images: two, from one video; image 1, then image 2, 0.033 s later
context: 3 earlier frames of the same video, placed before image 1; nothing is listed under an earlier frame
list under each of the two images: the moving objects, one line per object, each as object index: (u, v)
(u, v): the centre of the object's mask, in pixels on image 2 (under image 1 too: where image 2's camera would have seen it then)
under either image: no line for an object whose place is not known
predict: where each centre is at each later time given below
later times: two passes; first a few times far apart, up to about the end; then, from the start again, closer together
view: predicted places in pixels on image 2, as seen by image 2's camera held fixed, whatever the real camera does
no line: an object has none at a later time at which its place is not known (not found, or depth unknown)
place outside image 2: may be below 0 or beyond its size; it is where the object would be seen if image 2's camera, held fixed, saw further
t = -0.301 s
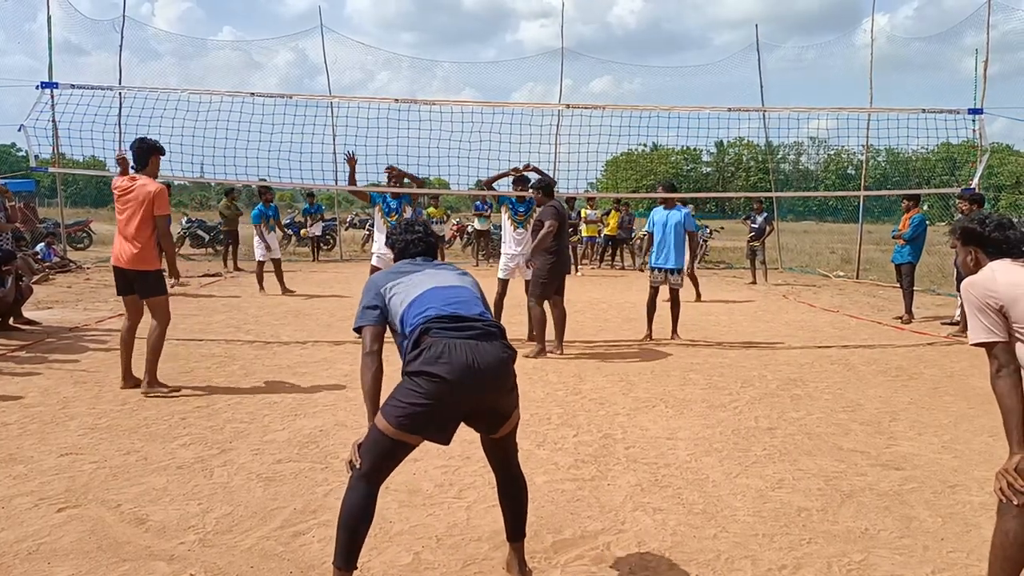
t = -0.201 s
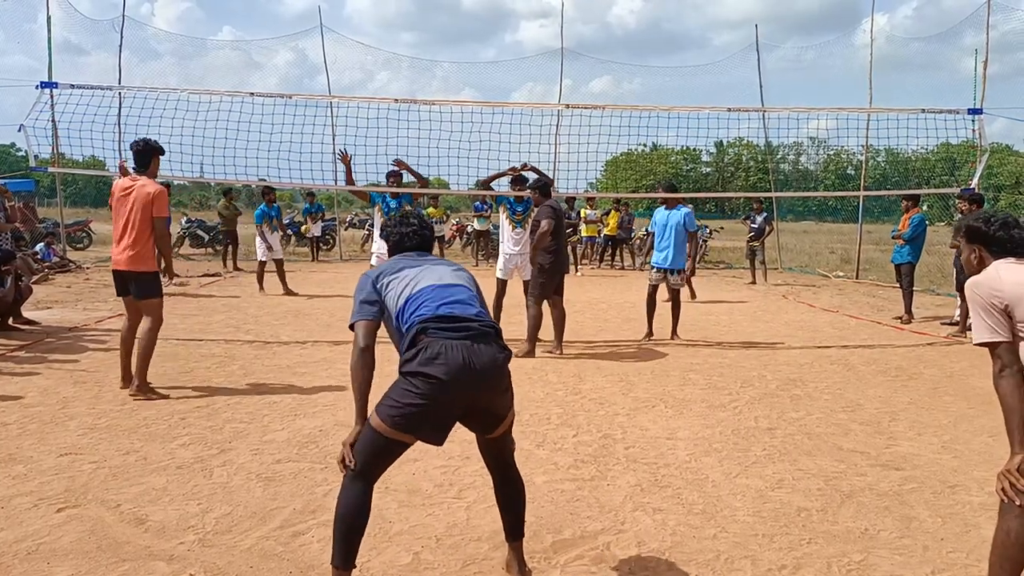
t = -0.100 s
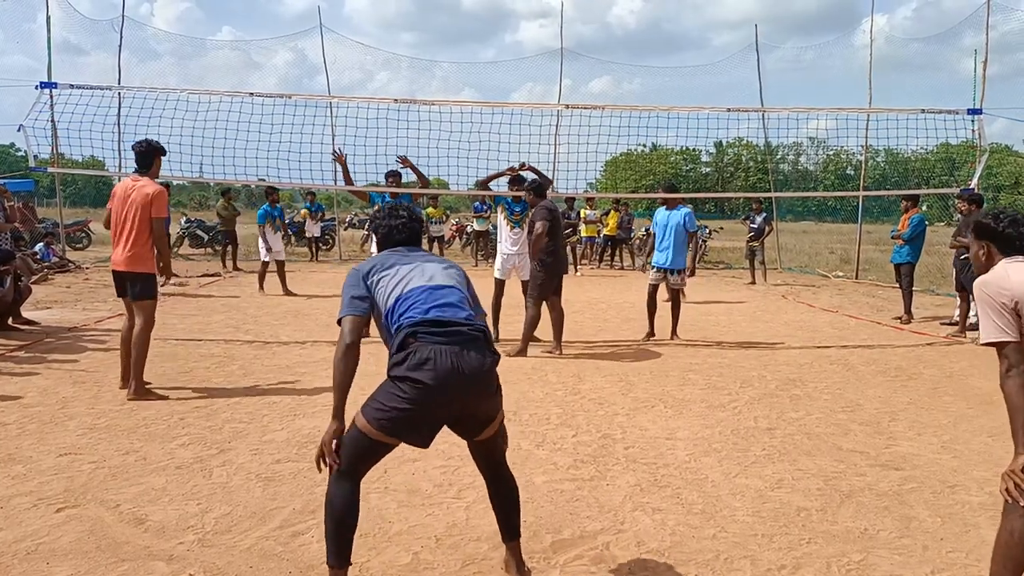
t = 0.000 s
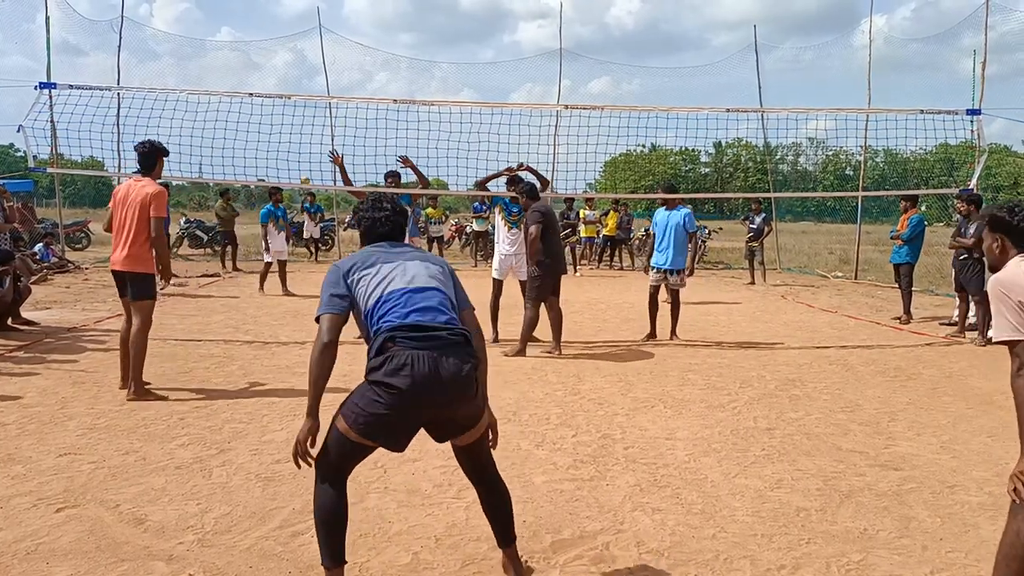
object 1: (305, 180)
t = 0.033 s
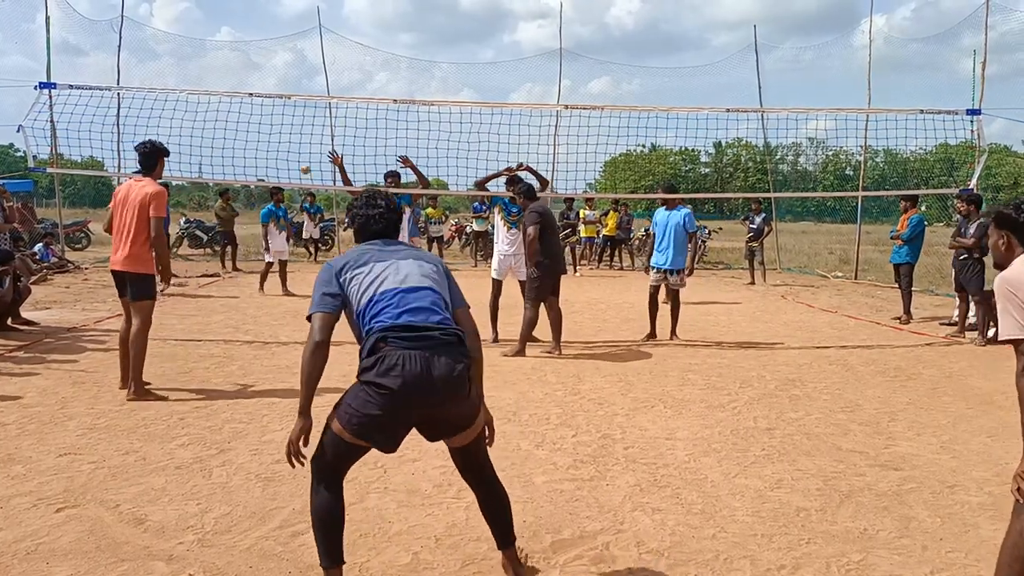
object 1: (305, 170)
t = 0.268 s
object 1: (309, 104)
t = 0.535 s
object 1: (313, 55)
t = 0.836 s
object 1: (318, 39)
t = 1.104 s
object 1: (322, 62)
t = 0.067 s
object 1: (305, 158)
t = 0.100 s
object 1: (306, 149)
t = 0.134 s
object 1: (306, 139)
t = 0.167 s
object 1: (307, 129)
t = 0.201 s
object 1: (308, 120)
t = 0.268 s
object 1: (309, 104)
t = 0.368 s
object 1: (310, 82)
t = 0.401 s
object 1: (311, 75)
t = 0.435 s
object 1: (311, 69)
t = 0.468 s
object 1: (312, 64)
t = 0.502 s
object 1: (312, 59)
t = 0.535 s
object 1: (313, 55)
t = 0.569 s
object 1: (313, 51)
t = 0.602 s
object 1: (313, 47)
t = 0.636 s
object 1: (315, 45)
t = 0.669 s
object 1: (315, 43)
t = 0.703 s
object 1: (315, 41)
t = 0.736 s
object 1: (316, 40)
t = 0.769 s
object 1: (317, 39)
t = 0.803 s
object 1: (318, 39)
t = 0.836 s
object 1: (318, 39)
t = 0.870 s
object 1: (318, 39)
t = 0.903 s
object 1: (319, 41)
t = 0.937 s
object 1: (319, 43)
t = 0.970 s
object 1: (320, 45)
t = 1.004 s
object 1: (321, 49)
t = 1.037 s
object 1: (321, 52)
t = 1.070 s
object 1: (322, 57)
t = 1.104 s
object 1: (322, 62)
